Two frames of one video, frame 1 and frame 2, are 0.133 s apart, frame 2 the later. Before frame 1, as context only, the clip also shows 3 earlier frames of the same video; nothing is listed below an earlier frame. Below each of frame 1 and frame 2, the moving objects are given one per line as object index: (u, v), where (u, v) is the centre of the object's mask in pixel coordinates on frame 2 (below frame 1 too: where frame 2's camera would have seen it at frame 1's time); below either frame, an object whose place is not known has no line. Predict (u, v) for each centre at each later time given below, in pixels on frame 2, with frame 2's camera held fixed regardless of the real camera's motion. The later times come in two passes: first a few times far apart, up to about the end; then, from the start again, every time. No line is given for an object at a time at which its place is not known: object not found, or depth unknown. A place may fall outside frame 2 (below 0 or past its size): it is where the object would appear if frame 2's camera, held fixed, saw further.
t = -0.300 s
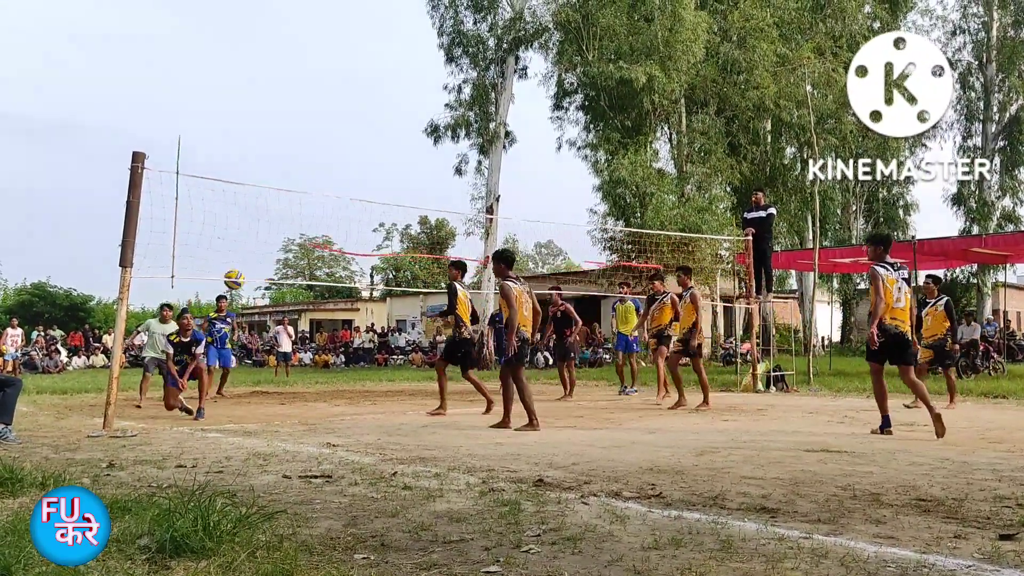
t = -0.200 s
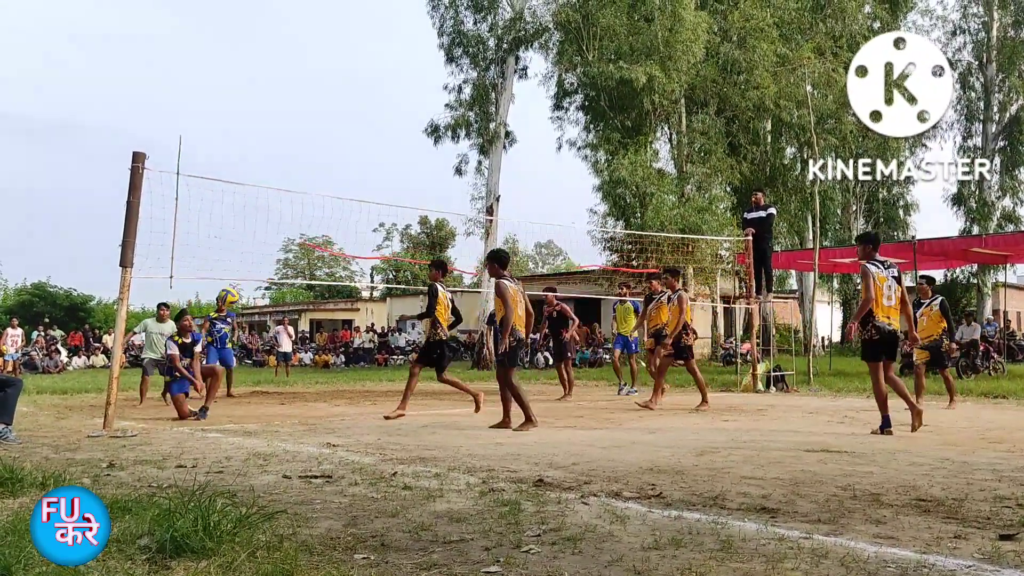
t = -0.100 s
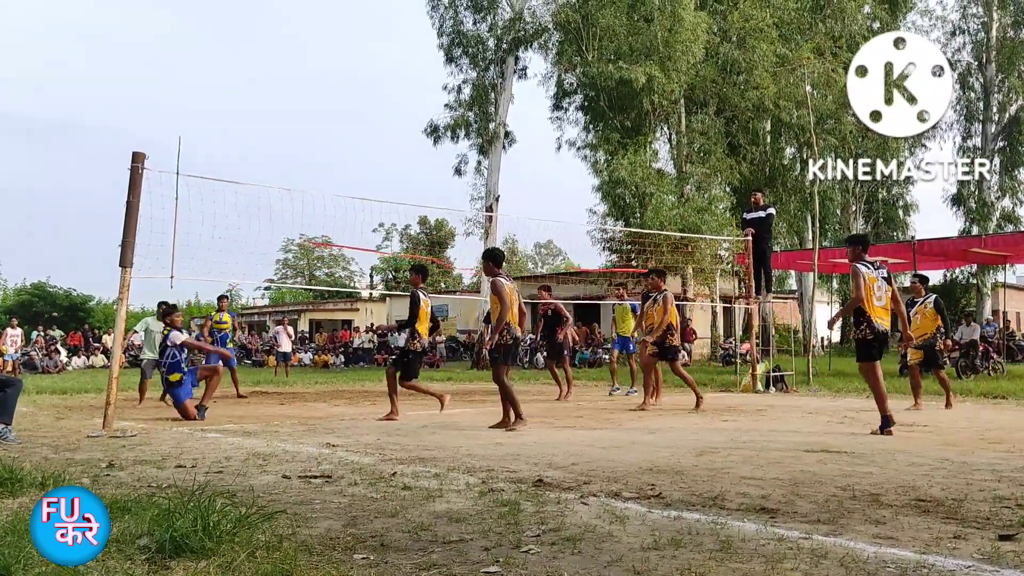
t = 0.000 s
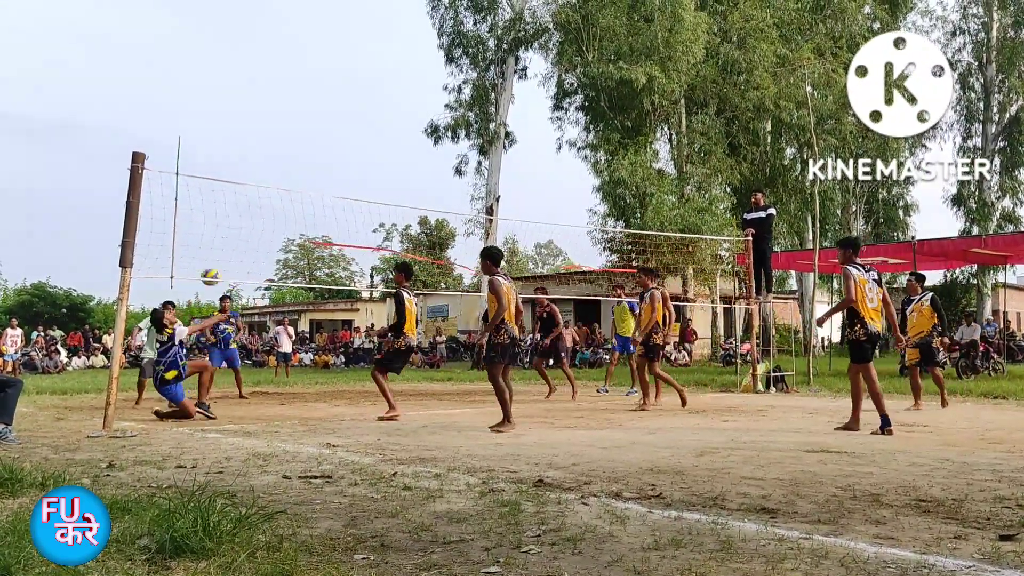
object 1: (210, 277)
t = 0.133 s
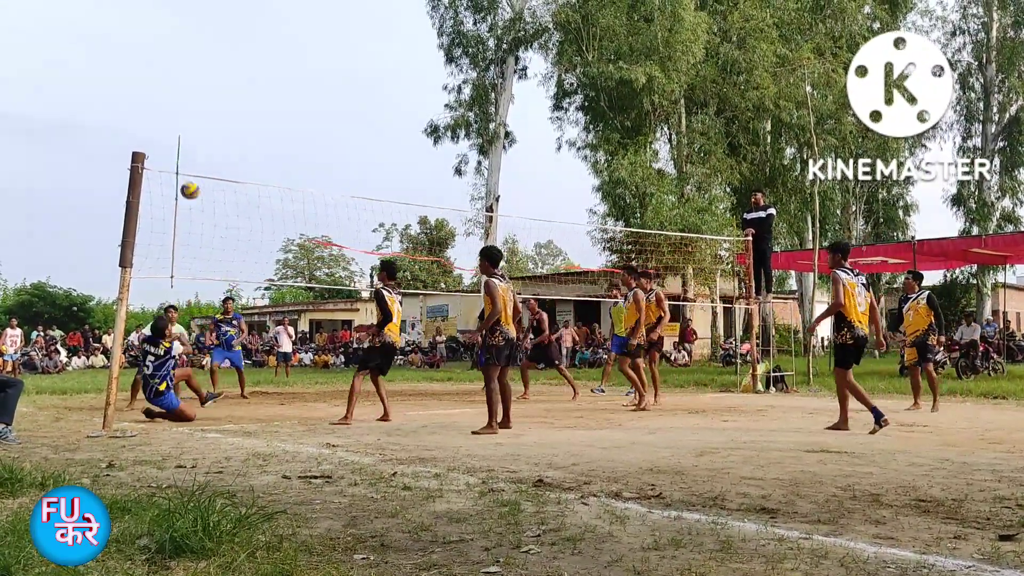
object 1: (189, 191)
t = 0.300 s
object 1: (166, 107)
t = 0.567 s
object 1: (126, 26)
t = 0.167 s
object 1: (185, 171)
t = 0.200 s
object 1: (180, 154)
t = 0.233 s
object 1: (175, 137)
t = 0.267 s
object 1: (170, 122)
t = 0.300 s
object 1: (166, 107)
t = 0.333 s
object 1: (161, 93)
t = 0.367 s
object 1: (156, 80)
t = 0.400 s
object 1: (151, 69)
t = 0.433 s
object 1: (145, 58)
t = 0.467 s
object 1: (141, 48)
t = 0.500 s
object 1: (136, 40)
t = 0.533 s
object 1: (131, 32)
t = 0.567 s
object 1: (126, 26)
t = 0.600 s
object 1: (122, 20)
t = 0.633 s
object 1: (117, 16)
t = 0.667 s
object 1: (112, 12)
